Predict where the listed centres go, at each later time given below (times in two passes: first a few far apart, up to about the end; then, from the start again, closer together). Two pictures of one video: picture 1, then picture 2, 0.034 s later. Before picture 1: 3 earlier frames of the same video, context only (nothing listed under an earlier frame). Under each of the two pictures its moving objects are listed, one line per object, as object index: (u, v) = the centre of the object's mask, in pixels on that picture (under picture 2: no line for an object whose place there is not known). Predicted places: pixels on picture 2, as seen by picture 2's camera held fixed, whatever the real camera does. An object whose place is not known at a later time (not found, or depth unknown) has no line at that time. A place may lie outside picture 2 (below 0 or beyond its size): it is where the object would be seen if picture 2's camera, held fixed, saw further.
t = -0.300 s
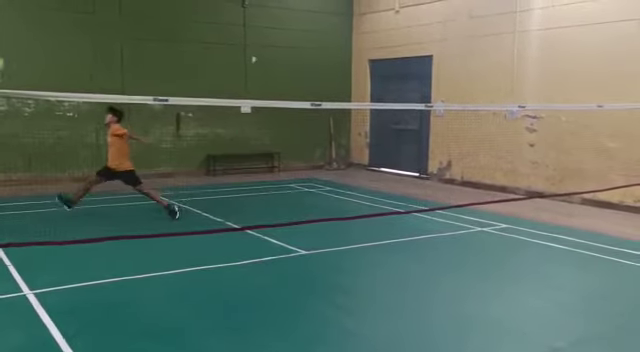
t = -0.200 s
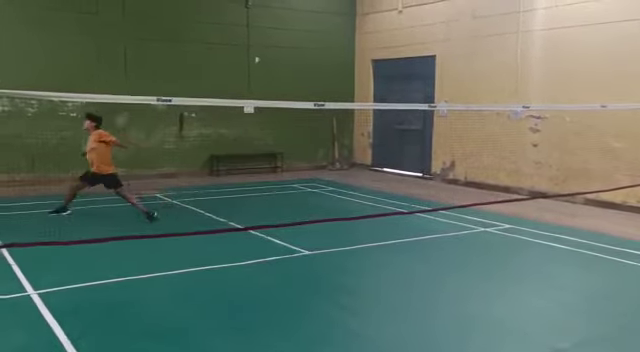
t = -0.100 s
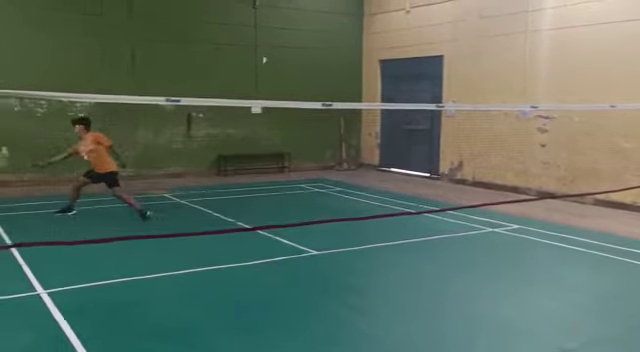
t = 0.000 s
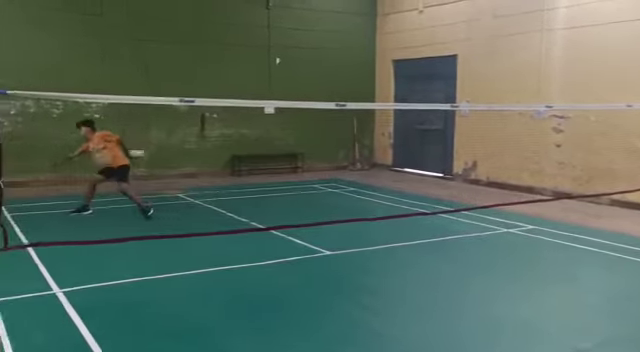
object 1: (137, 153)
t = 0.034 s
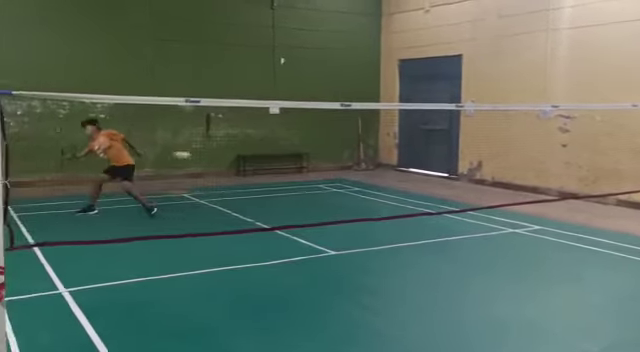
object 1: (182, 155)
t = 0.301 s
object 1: (398, 184)
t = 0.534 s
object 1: (382, 215)
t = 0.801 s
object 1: (375, 324)
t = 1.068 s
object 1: (381, 330)
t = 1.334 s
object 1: (387, 330)
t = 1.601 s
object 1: (386, 330)
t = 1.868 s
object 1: (384, 330)
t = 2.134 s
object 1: (384, 330)
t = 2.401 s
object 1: (384, 330)
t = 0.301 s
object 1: (398, 184)
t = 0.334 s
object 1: (397, 185)
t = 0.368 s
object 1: (395, 186)
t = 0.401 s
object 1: (393, 188)
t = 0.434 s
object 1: (391, 192)
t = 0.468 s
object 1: (389, 197)
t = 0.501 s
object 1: (385, 206)
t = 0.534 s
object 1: (382, 215)
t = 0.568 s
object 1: (380, 227)
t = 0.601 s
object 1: (378, 239)
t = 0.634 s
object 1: (377, 251)
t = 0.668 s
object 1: (376, 265)
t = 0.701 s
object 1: (375, 280)
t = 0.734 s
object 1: (375, 297)
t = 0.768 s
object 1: (375, 315)
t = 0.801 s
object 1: (375, 324)
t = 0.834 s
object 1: (376, 319)
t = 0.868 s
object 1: (377, 316)
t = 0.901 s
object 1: (378, 315)
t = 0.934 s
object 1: (378, 314)
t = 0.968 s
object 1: (379, 316)
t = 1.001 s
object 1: (380, 319)
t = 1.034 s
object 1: (381, 324)
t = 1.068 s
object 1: (381, 330)
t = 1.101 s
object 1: (384, 329)
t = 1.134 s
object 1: (386, 330)
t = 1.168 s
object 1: (386, 329)
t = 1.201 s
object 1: (387, 330)
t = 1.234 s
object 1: (387, 330)
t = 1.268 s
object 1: (387, 330)
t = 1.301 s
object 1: (388, 330)
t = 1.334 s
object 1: (387, 330)
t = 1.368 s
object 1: (388, 329)
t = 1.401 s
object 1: (387, 329)
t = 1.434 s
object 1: (386, 330)
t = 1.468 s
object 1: (386, 329)
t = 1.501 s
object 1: (386, 330)
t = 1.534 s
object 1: (386, 330)
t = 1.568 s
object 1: (387, 330)
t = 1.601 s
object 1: (386, 330)
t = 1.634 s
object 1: (386, 329)
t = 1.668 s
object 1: (386, 330)
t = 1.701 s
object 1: (386, 330)
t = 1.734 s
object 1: (385, 330)
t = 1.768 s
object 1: (384, 330)
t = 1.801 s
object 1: (383, 330)
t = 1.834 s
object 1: (382, 331)
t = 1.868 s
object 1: (384, 330)
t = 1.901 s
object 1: (384, 330)
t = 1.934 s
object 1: (384, 330)
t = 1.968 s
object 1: (384, 330)
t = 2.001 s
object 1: (384, 330)
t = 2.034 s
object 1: (384, 330)
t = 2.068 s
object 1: (384, 330)
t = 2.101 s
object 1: (384, 330)
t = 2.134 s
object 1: (384, 330)
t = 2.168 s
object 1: (384, 330)
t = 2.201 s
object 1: (384, 330)
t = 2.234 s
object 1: (384, 330)
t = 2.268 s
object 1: (384, 330)
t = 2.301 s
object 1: (384, 330)
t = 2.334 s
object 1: (385, 330)
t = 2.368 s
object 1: (384, 330)
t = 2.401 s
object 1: (384, 330)
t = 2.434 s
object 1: (384, 330)
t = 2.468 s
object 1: (385, 330)
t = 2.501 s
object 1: (384, 330)
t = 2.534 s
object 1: (385, 330)
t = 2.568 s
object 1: (385, 330)
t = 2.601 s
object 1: (384, 330)
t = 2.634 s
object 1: (384, 330)
